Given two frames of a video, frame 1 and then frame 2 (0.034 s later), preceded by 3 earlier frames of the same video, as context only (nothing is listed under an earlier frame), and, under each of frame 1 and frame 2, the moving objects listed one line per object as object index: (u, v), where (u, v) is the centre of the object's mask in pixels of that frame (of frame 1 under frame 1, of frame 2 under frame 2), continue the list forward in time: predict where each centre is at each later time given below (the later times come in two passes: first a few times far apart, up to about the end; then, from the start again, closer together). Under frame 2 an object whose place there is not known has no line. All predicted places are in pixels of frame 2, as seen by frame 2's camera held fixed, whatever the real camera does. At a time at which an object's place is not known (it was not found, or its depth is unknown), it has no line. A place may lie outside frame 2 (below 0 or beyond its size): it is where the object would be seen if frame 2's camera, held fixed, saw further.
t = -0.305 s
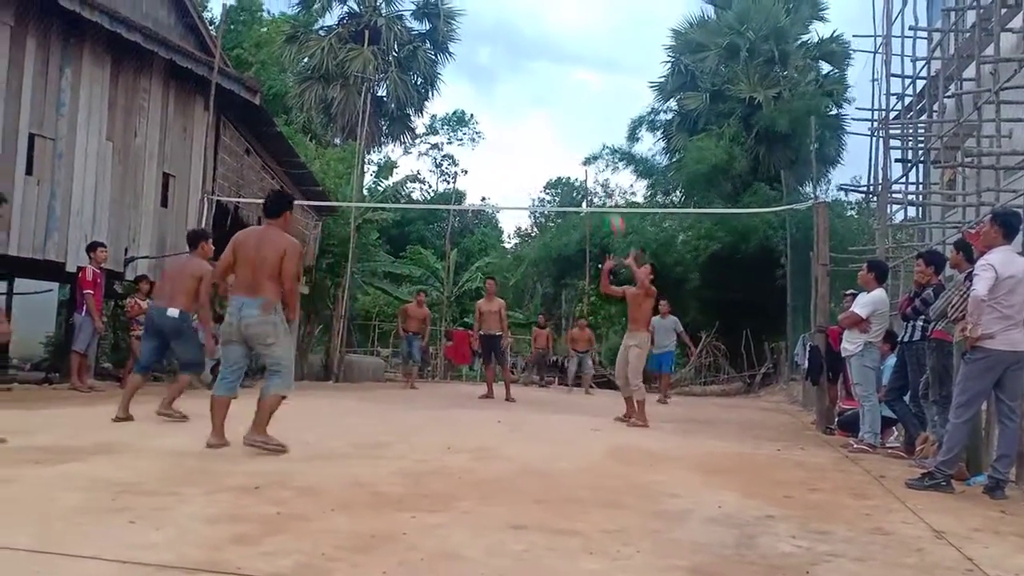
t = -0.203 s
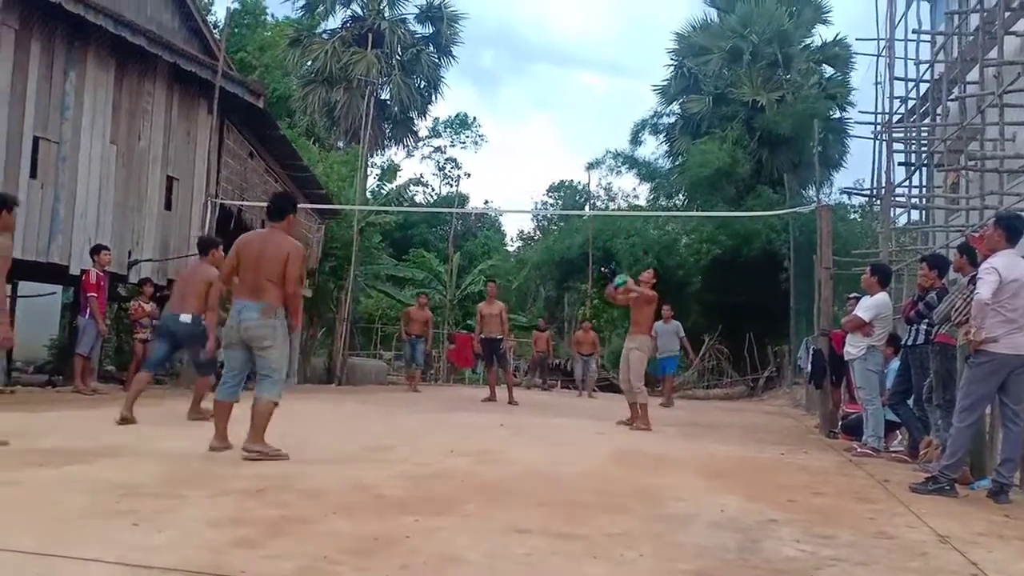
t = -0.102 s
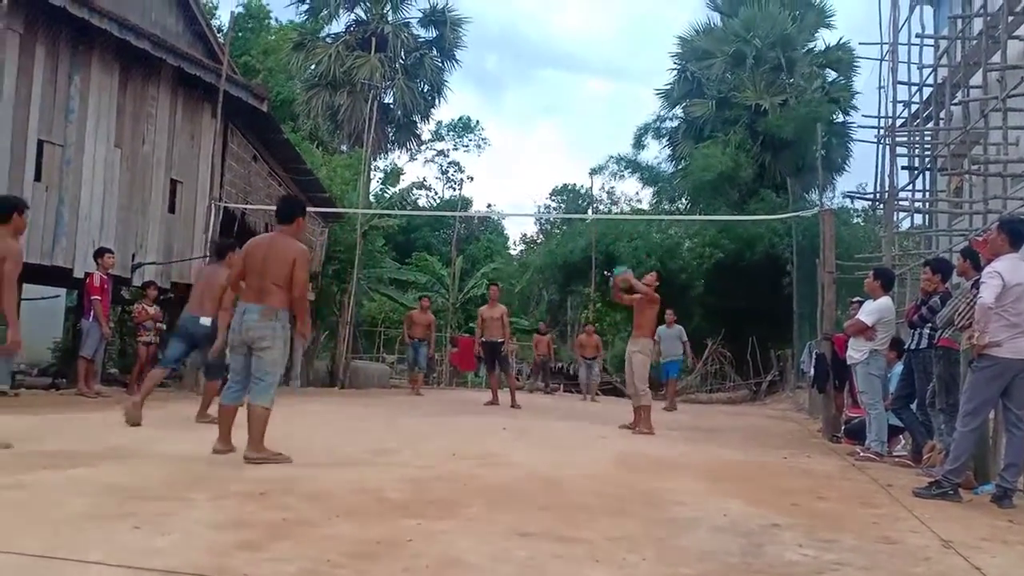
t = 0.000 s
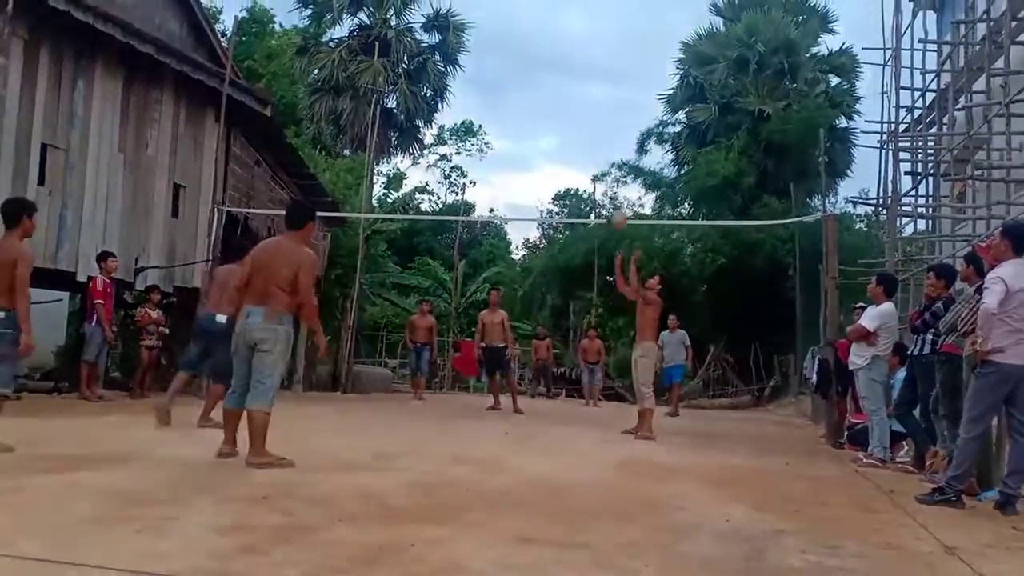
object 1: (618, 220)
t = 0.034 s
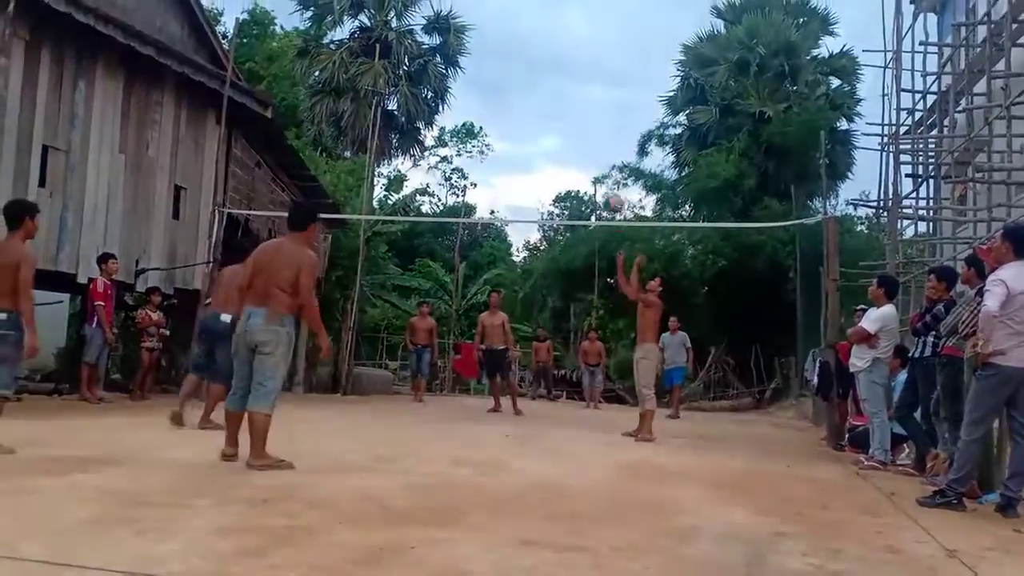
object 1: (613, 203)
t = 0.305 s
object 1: (586, 92)
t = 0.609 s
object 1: (557, 47)
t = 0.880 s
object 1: (529, 70)
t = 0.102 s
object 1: (606, 169)
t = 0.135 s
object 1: (603, 154)
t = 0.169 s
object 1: (600, 139)
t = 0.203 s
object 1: (597, 126)
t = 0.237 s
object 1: (593, 114)
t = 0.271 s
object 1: (590, 103)
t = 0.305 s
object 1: (586, 92)
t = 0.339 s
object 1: (583, 83)
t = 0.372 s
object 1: (580, 76)
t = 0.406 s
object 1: (577, 69)
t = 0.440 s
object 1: (574, 63)
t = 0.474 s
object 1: (570, 58)
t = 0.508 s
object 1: (567, 53)
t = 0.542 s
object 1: (564, 50)
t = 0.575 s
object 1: (561, 48)
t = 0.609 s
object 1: (557, 47)
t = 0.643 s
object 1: (554, 47)
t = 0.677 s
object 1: (550, 47)
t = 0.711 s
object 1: (547, 49)
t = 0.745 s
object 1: (543, 51)
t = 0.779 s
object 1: (540, 55)
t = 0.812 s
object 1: (536, 59)
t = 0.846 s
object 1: (532, 64)
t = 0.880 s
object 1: (529, 70)
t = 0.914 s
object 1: (525, 77)
